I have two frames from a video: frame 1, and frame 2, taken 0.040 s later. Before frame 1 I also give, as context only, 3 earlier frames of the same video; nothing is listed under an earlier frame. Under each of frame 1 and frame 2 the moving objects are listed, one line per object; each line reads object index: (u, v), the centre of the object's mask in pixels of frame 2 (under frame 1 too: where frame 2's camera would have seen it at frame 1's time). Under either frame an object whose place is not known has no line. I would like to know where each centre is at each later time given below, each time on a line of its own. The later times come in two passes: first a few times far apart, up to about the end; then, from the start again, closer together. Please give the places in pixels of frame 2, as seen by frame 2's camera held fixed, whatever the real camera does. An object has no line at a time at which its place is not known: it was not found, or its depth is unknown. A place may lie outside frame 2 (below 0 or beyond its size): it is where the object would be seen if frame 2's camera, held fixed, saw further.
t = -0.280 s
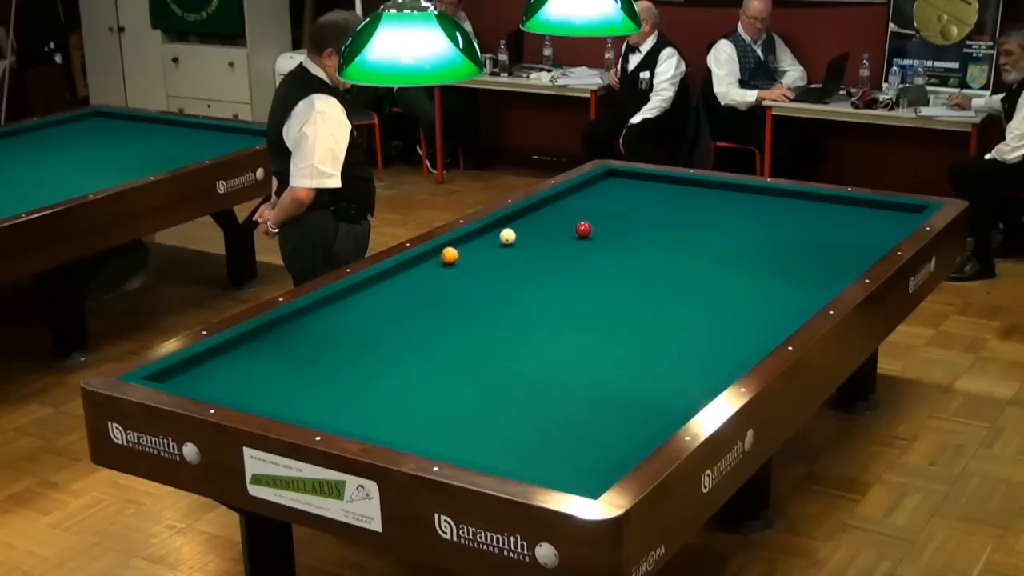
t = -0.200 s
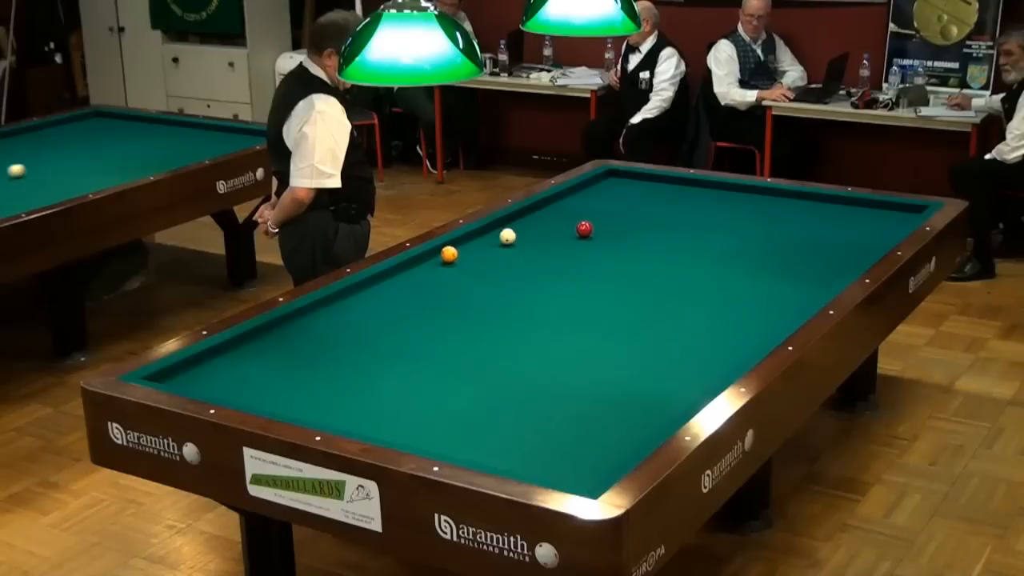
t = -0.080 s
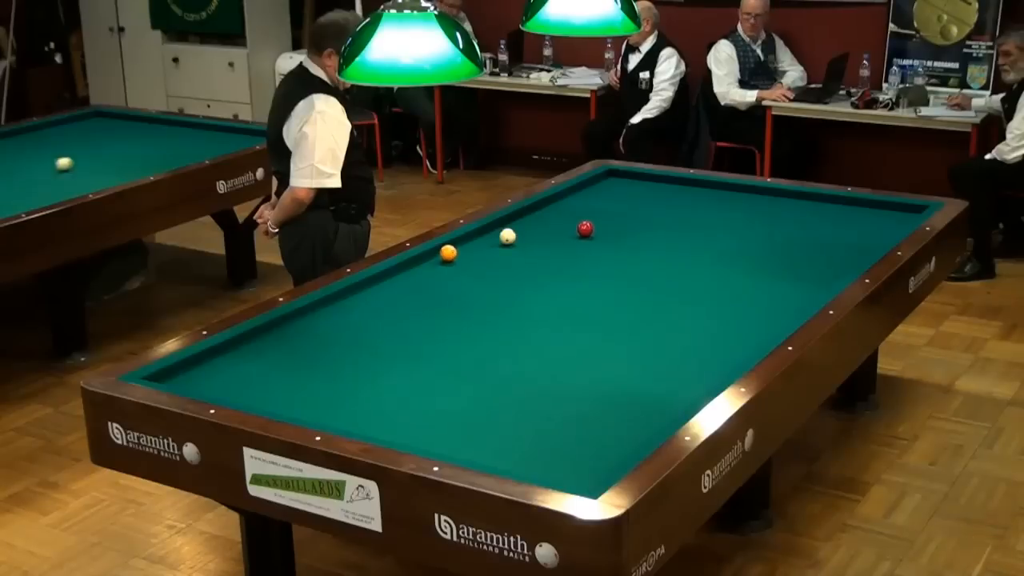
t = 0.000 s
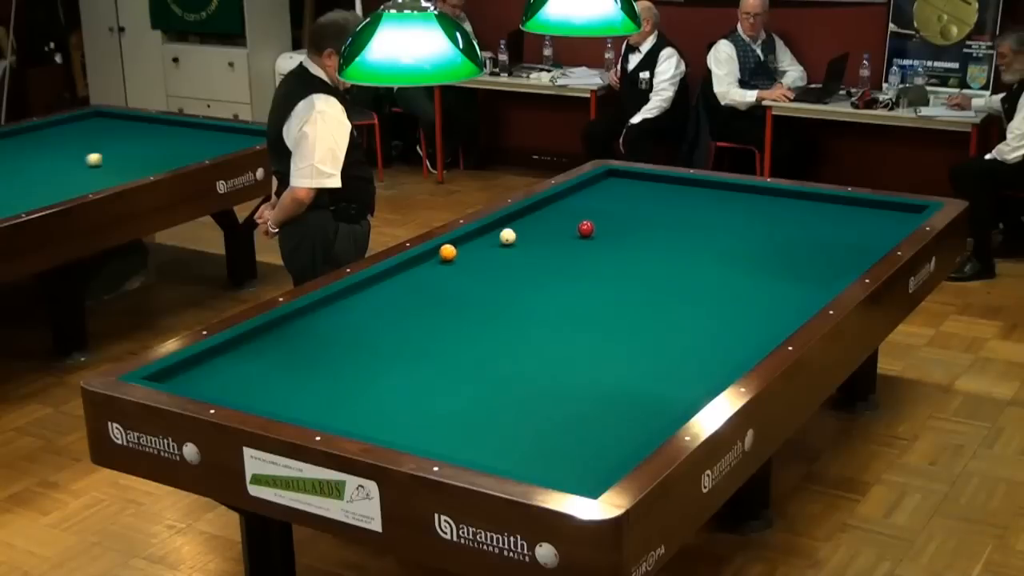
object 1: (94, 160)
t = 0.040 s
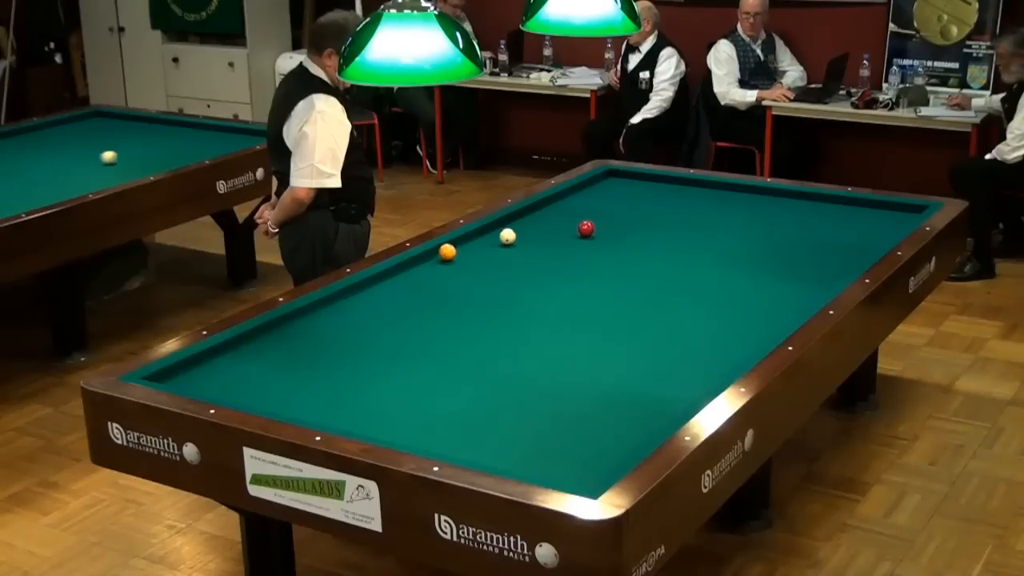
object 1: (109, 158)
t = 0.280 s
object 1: (194, 145)
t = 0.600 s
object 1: (264, 137)
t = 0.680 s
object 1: (244, 140)
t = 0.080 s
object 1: (123, 156)
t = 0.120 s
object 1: (138, 153)
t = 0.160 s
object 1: (152, 151)
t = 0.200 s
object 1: (166, 149)
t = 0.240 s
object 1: (180, 147)
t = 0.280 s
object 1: (194, 145)
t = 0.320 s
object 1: (208, 143)
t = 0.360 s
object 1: (221, 141)
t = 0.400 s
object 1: (234, 139)
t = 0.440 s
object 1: (247, 137)
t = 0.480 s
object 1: (260, 135)
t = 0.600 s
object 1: (264, 137)
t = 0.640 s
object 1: (256, 138)
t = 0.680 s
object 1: (244, 140)
